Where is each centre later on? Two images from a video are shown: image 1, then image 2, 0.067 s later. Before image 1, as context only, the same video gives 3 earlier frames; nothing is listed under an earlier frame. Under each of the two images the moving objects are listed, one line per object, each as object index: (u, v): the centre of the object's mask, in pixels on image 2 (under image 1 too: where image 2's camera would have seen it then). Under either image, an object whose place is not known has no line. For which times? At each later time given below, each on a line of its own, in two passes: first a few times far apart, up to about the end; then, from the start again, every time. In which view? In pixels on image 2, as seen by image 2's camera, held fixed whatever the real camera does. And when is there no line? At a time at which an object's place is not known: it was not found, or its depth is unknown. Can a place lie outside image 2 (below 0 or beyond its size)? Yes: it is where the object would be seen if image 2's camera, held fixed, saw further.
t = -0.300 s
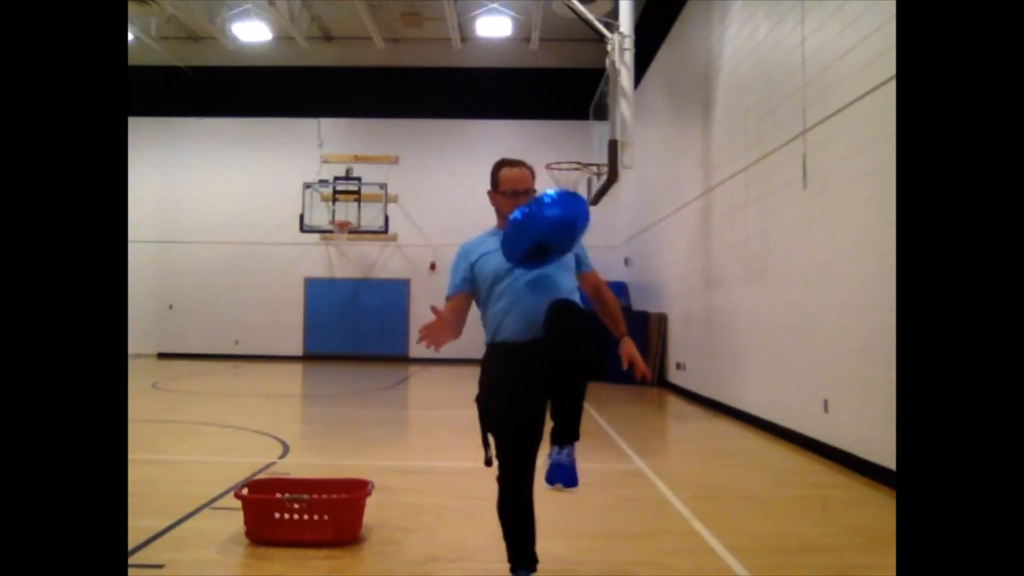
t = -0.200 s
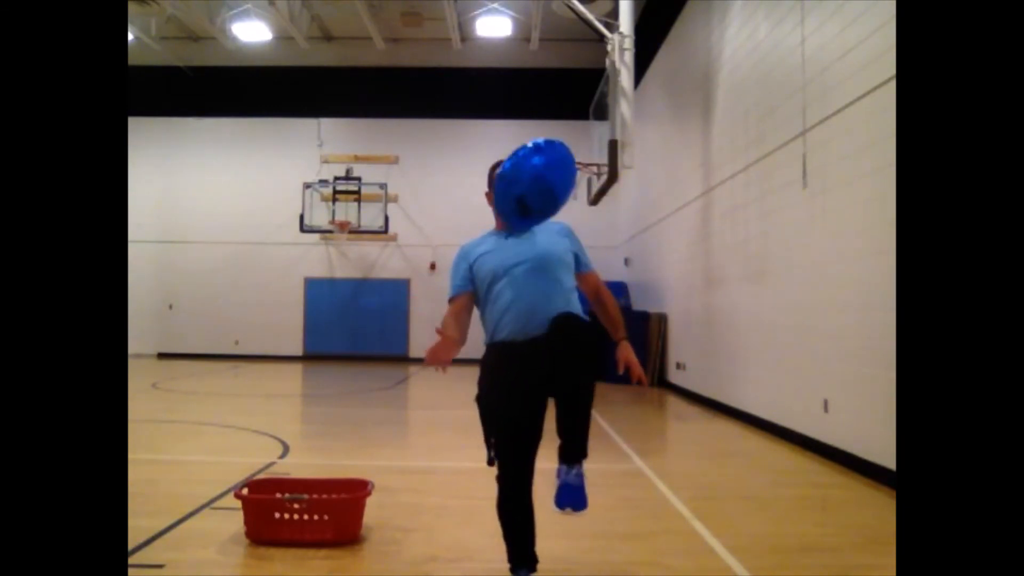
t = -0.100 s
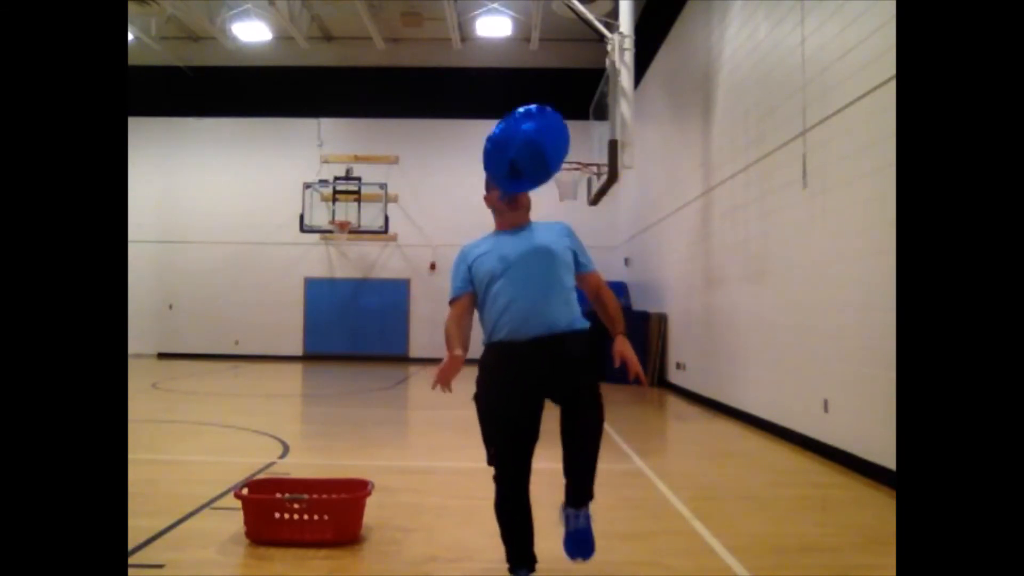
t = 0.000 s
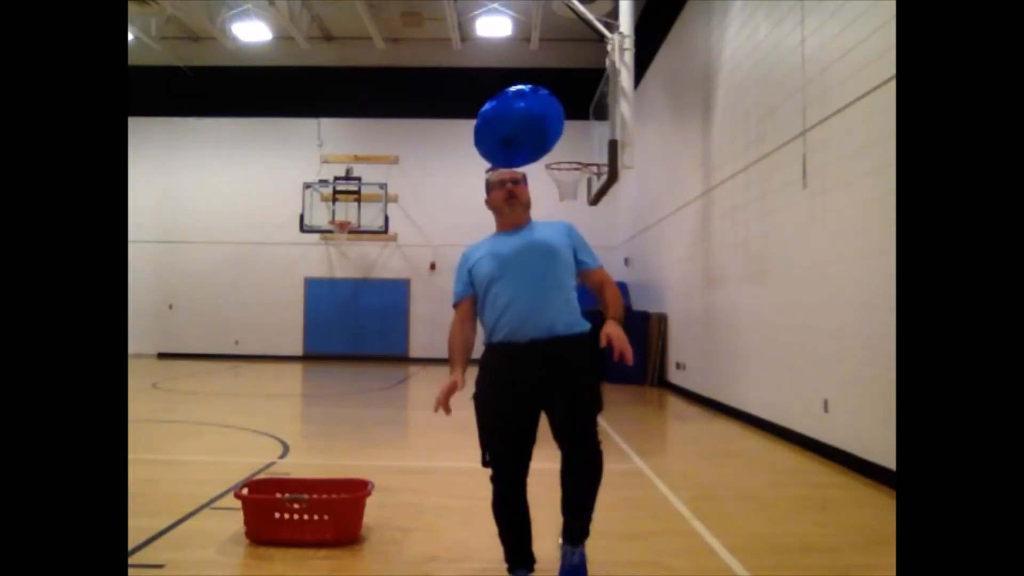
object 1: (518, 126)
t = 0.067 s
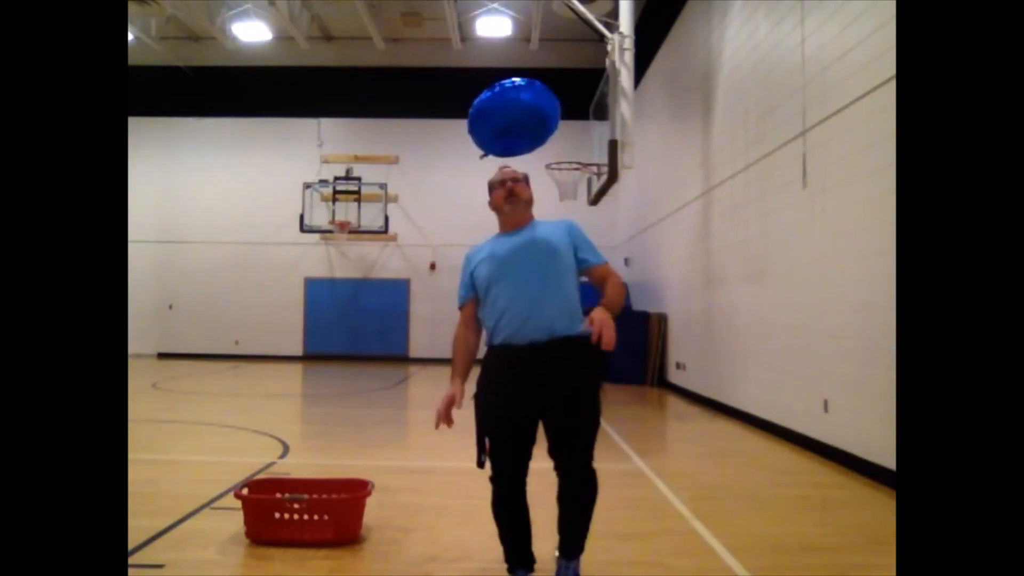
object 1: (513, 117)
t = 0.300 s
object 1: (495, 114)
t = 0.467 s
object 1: (482, 134)
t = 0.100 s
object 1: (511, 115)
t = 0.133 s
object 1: (508, 113)
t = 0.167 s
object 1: (506, 112)
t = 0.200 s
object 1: (503, 111)
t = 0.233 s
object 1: (500, 111)
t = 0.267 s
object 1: (498, 113)
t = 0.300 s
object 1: (495, 114)
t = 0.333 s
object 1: (492, 117)
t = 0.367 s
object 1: (490, 120)
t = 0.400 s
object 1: (487, 124)
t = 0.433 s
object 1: (484, 129)
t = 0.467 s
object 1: (482, 134)
